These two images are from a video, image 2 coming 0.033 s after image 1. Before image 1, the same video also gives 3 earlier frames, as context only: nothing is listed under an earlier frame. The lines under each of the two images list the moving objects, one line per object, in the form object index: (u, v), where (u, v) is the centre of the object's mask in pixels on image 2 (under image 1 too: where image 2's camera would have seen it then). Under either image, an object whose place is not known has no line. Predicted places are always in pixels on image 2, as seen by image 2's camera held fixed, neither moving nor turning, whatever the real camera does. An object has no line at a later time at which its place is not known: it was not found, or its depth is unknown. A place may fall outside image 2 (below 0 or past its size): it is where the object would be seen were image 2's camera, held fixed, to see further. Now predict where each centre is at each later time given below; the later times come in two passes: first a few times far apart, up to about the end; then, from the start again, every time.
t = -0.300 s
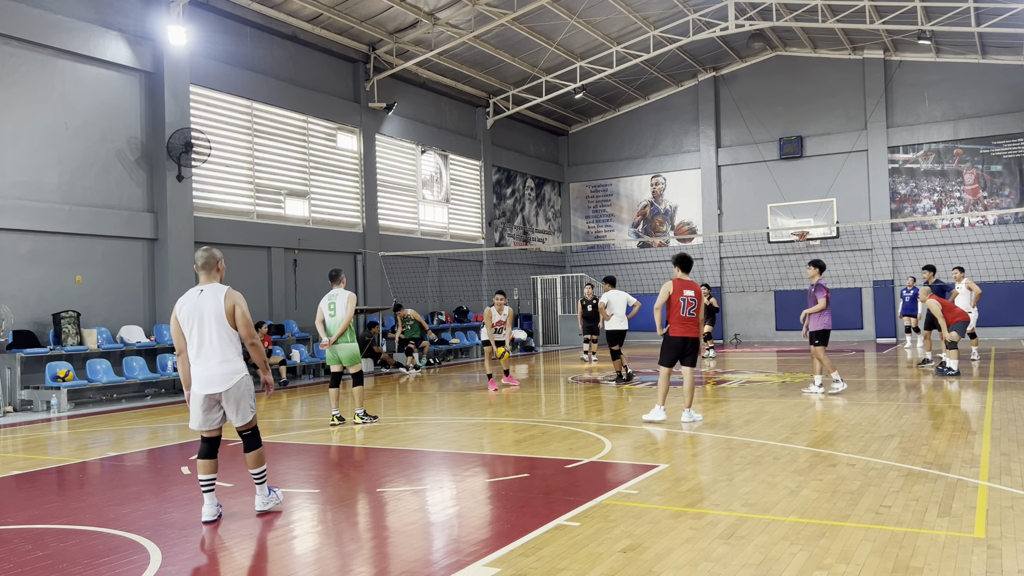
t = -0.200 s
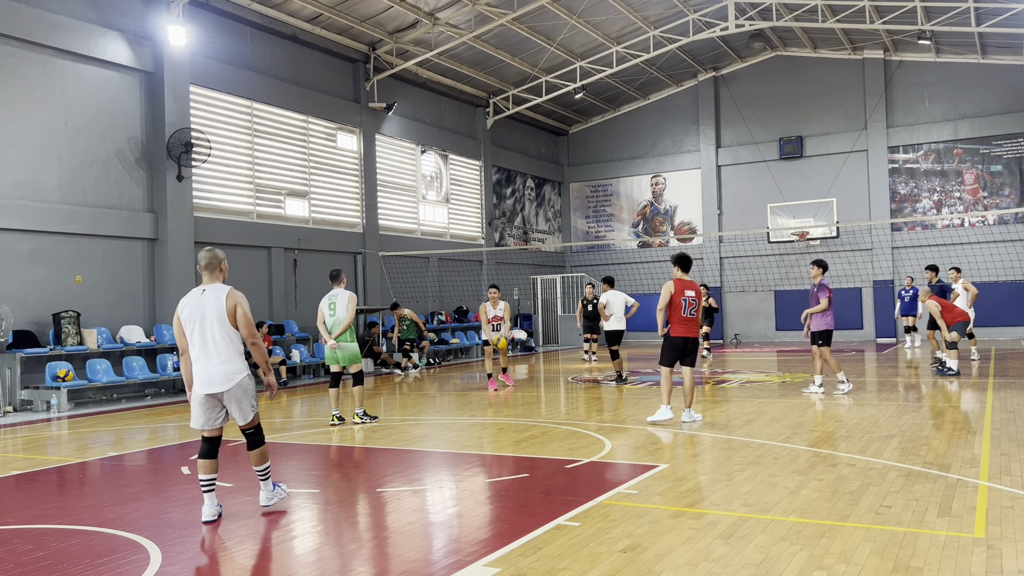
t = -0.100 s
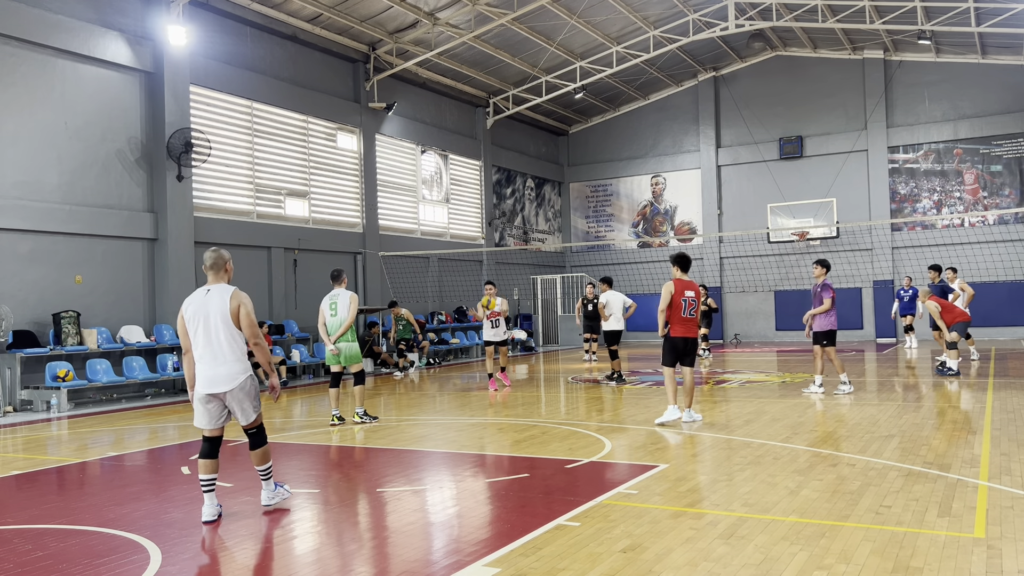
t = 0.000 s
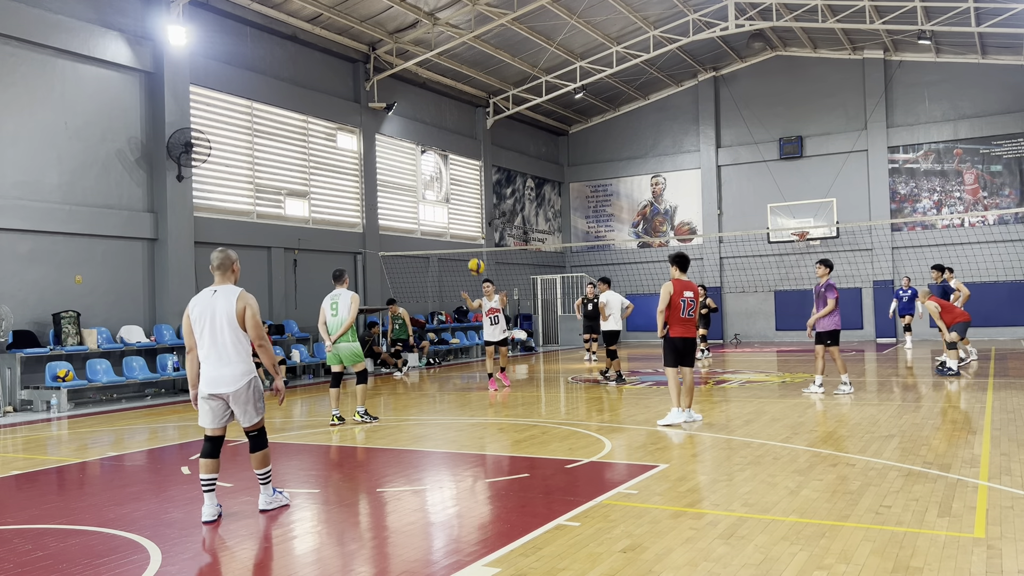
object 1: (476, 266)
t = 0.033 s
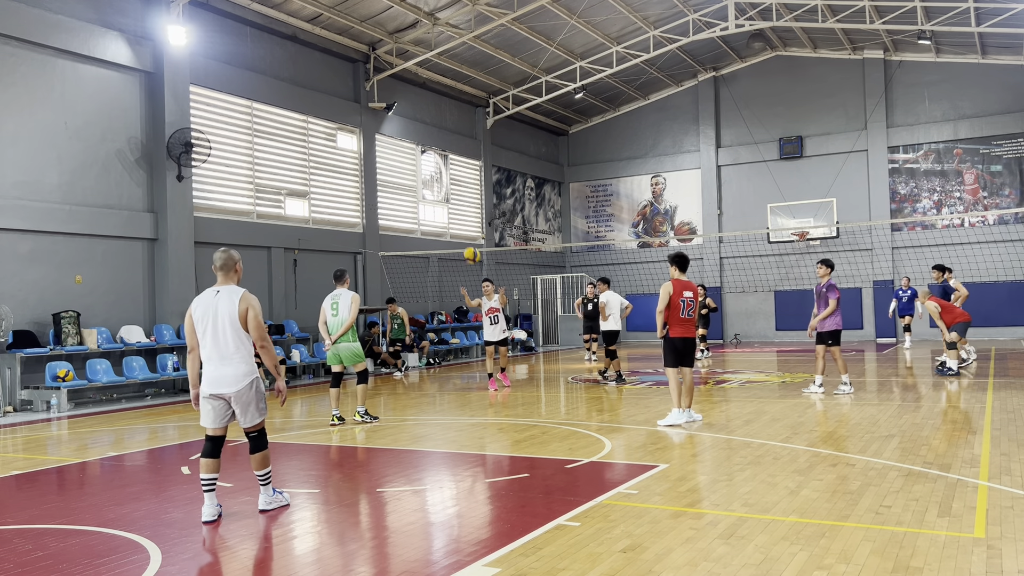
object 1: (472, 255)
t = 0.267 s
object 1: (440, 192)
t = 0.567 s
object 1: (393, 167)
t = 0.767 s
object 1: (357, 201)
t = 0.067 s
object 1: (468, 244)
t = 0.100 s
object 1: (462, 234)
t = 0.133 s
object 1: (458, 224)
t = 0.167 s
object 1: (453, 215)
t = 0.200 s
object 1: (449, 207)
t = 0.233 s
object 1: (444, 199)
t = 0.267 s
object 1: (440, 192)
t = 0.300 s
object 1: (434, 185)
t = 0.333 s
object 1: (429, 180)
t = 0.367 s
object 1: (424, 176)
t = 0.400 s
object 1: (419, 172)
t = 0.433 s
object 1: (414, 169)
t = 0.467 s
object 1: (409, 167)
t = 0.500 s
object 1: (404, 166)
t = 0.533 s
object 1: (398, 166)
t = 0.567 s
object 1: (393, 167)
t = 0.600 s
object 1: (387, 170)
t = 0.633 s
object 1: (381, 173)
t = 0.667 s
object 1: (375, 178)
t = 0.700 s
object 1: (369, 184)
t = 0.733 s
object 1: (364, 191)
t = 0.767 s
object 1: (357, 201)
